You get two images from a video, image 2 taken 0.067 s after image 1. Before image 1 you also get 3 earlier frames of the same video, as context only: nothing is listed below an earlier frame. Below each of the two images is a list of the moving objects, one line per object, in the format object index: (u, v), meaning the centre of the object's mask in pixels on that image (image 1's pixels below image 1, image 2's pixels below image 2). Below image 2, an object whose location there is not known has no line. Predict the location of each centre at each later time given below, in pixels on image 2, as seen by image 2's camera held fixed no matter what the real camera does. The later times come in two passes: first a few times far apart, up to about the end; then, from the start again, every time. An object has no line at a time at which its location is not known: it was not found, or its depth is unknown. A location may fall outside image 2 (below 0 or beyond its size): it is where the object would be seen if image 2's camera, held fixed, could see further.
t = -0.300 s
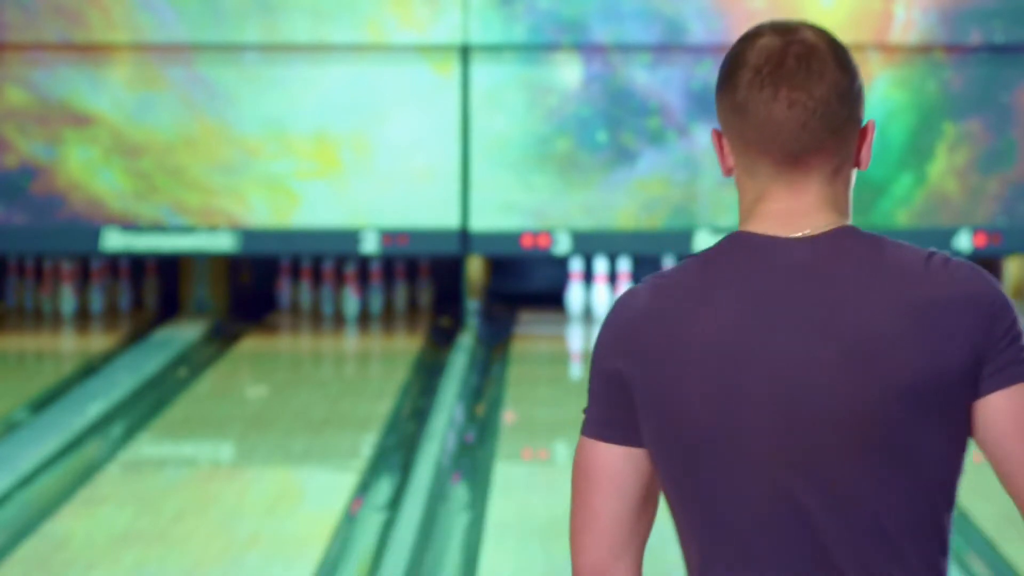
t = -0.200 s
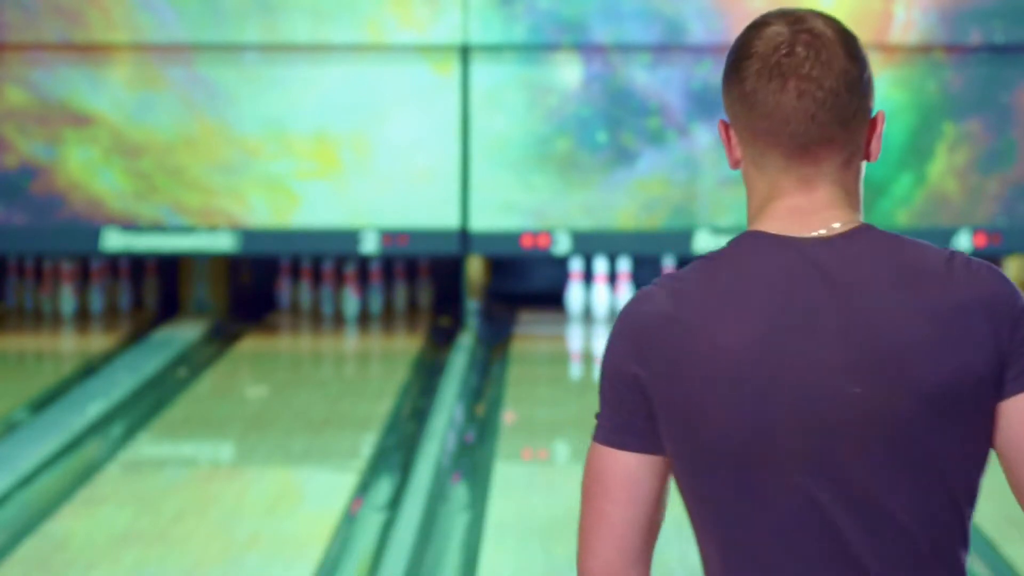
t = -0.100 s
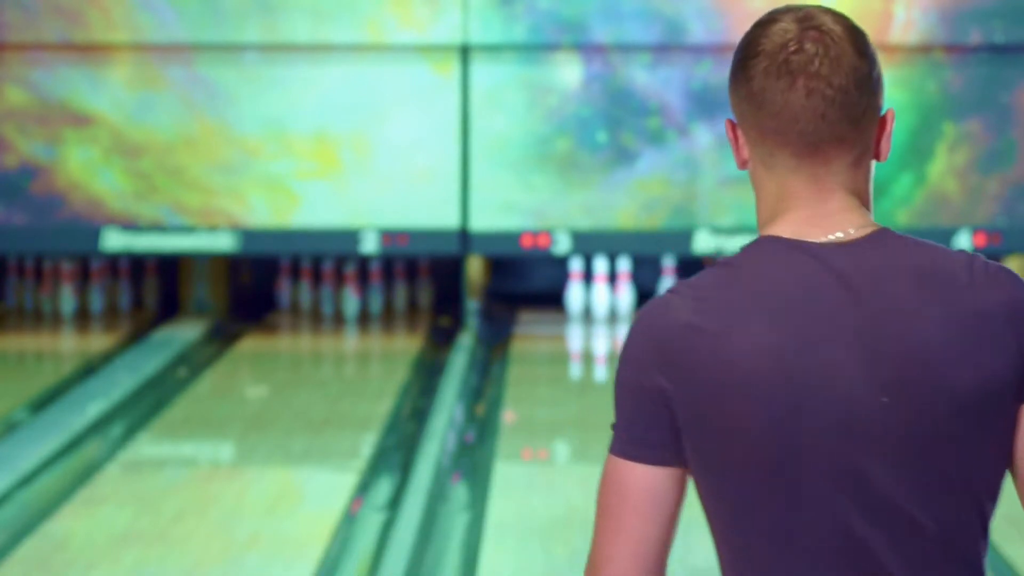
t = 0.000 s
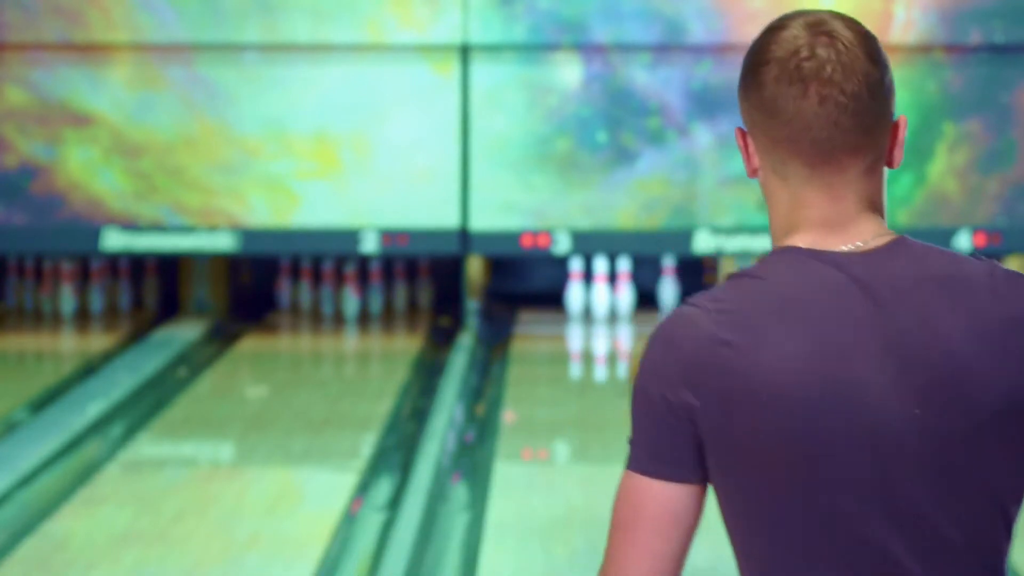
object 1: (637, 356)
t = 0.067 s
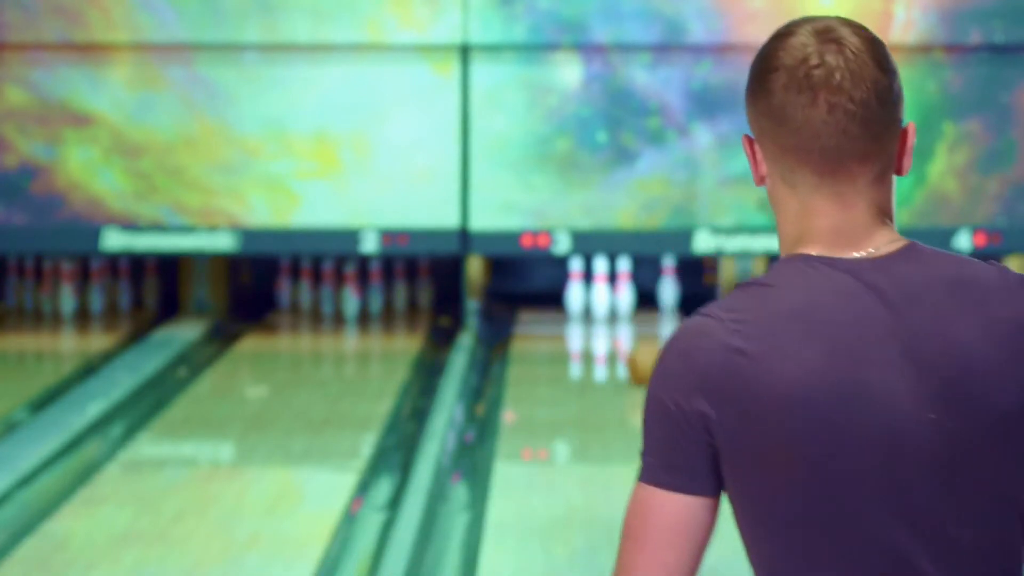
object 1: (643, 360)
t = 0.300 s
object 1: (643, 341)
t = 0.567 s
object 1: (639, 316)
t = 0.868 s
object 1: (642, 299)
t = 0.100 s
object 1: (645, 360)
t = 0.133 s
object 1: (645, 357)
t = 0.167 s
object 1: (645, 354)
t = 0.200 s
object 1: (644, 350)
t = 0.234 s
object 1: (644, 346)
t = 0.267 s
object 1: (643, 343)
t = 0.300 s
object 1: (643, 341)
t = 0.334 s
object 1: (641, 336)
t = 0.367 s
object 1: (641, 332)
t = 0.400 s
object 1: (641, 327)
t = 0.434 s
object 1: (641, 325)
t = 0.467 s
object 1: (641, 323)
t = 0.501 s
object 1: (640, 320)
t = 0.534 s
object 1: (640, 317)
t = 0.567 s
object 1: (639, 316)
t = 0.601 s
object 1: (638, 313)
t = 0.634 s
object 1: (638, 310)
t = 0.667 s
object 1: (638, 309)
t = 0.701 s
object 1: (637, 306)
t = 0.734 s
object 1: (636, 304)
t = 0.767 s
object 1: (635, 302)
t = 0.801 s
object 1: (637, 300)
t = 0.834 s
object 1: (639, 299)
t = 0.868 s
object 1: (642, 299)
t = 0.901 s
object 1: (643, 297)
